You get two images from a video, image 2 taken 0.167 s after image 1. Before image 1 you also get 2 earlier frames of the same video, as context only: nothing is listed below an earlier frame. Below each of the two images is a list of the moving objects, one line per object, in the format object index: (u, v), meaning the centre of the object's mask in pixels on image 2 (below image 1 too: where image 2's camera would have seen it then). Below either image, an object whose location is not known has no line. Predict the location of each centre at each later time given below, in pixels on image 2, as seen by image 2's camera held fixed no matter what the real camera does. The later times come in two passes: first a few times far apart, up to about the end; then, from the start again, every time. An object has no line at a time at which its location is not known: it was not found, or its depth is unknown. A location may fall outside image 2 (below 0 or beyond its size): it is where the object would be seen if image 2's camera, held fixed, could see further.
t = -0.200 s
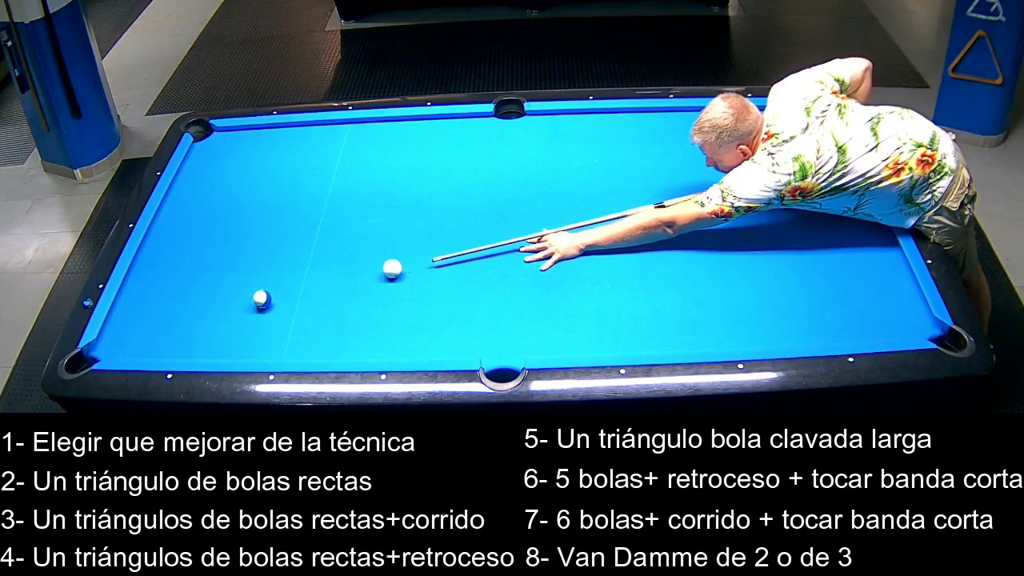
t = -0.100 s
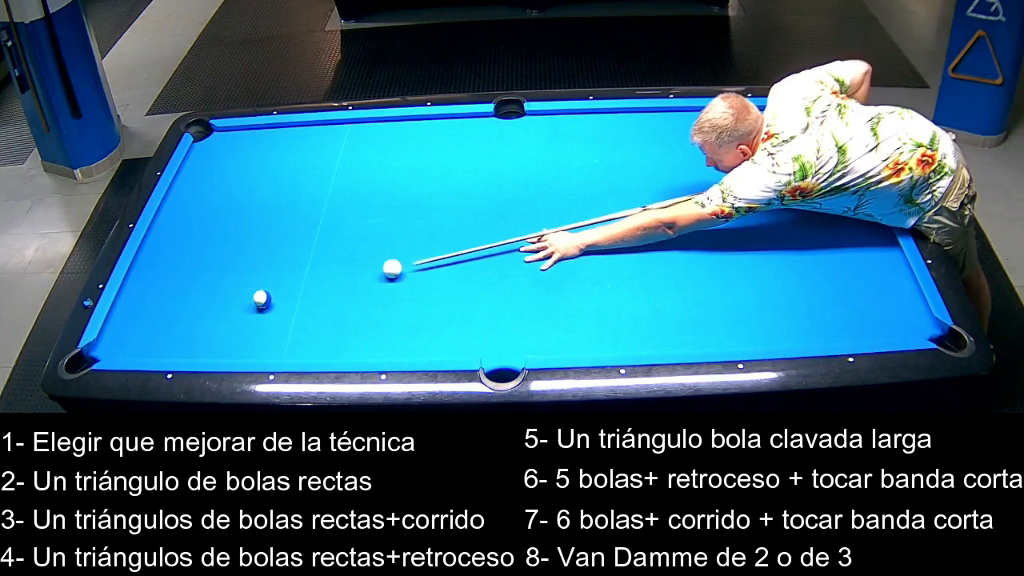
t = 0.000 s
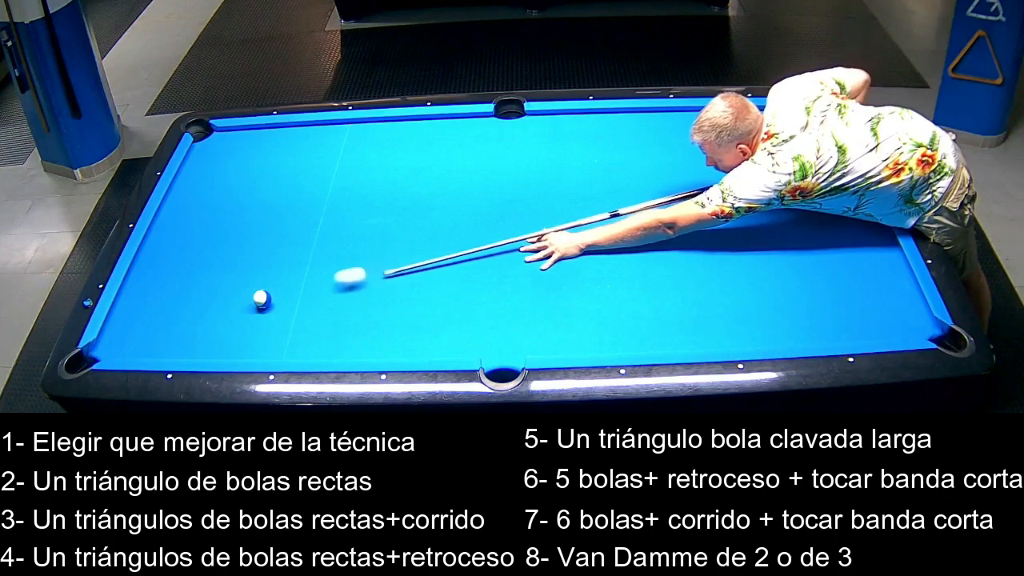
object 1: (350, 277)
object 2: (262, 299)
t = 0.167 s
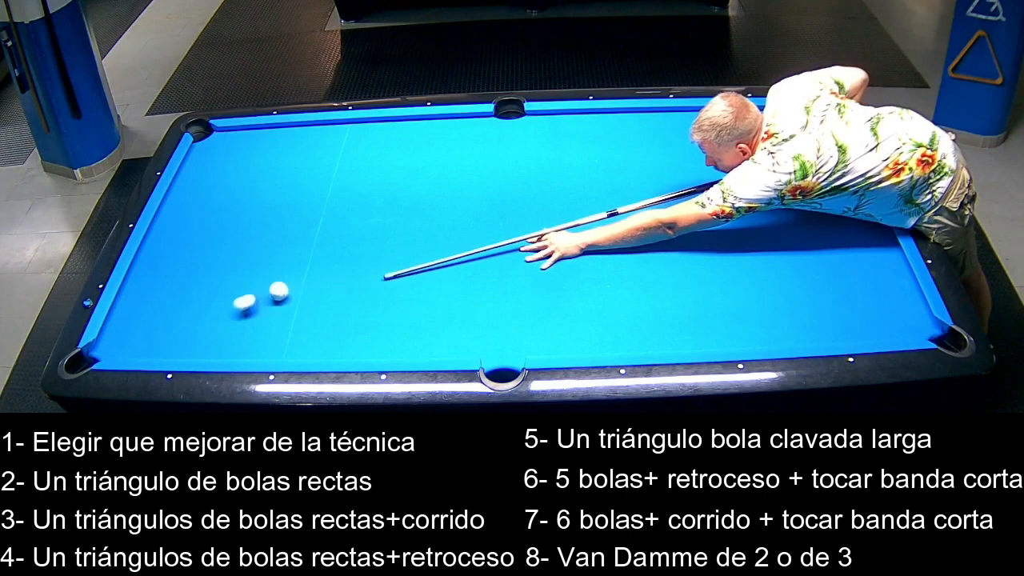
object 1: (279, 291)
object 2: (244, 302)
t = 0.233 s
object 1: (276, 289)
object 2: (218, 312)
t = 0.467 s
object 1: (266, 282)
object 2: (151, 336)
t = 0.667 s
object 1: (258, 276)
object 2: (96, 355)
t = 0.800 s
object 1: (254, 273)
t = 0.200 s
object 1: (277, 290)
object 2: (231, 308)
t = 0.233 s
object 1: (276, 289)
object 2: (218, 312)
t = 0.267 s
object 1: (274, 288)
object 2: (209, 316)
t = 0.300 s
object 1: (273, 287)
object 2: (199, 320)
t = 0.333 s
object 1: (272, 286)
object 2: (187, 325)
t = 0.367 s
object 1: (270, 285)
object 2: (179, 328)
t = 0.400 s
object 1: (269, 284)
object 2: (169, 330)
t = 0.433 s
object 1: (268, 283)
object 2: (158, 333)
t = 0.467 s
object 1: (266, 282)
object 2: (151, 336)
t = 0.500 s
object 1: (265, 281)
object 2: (140, 341)
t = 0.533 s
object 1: (264, 280)
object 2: (130, 343)
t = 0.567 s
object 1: (262, 279)
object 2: (123, 347)
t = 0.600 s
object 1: (261, 278)
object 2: (113, 348)
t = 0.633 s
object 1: (260, 277)
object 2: (101, 352)
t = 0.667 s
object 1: (258, 276)
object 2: (96, 355)
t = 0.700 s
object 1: (257, 276)
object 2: (87, 361)
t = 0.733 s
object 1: (256, 275)
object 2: (81, 367)
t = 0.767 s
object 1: (255, 274)
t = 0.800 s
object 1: (254, 273)
